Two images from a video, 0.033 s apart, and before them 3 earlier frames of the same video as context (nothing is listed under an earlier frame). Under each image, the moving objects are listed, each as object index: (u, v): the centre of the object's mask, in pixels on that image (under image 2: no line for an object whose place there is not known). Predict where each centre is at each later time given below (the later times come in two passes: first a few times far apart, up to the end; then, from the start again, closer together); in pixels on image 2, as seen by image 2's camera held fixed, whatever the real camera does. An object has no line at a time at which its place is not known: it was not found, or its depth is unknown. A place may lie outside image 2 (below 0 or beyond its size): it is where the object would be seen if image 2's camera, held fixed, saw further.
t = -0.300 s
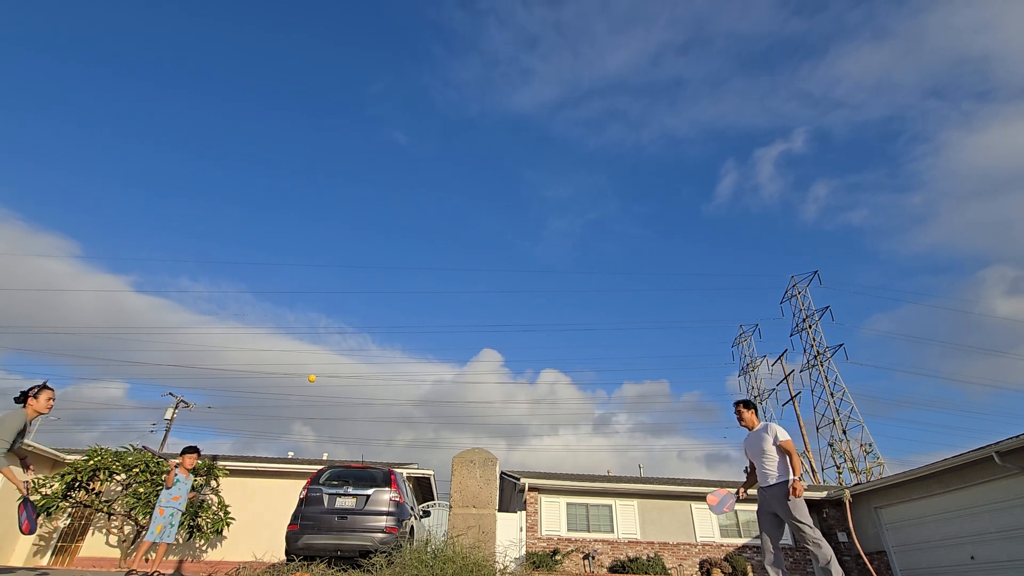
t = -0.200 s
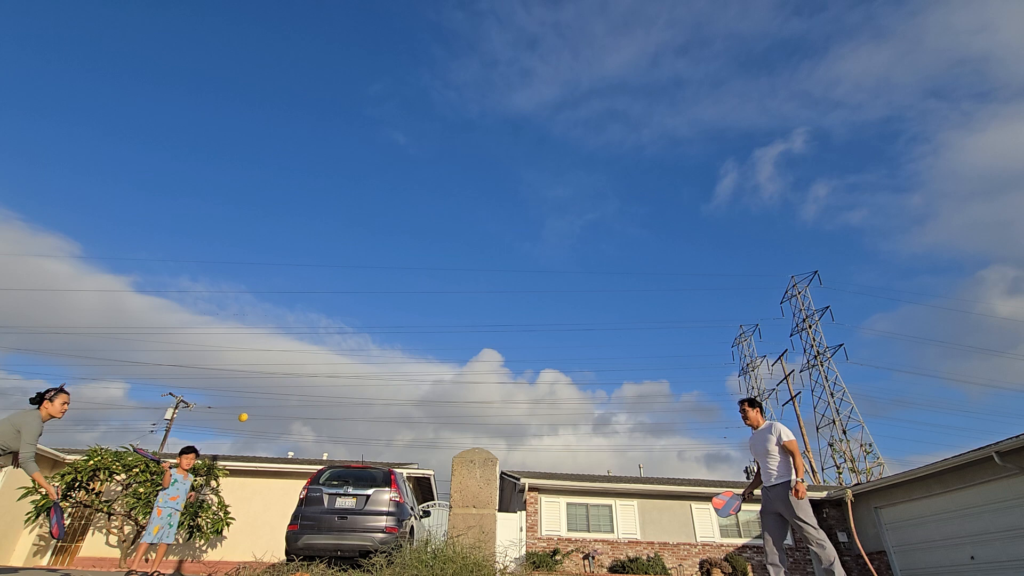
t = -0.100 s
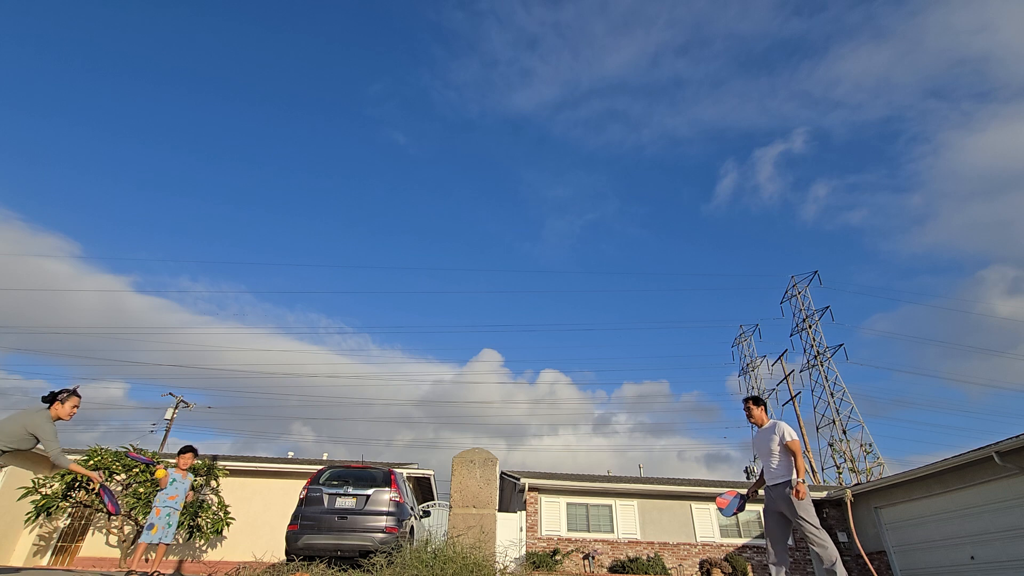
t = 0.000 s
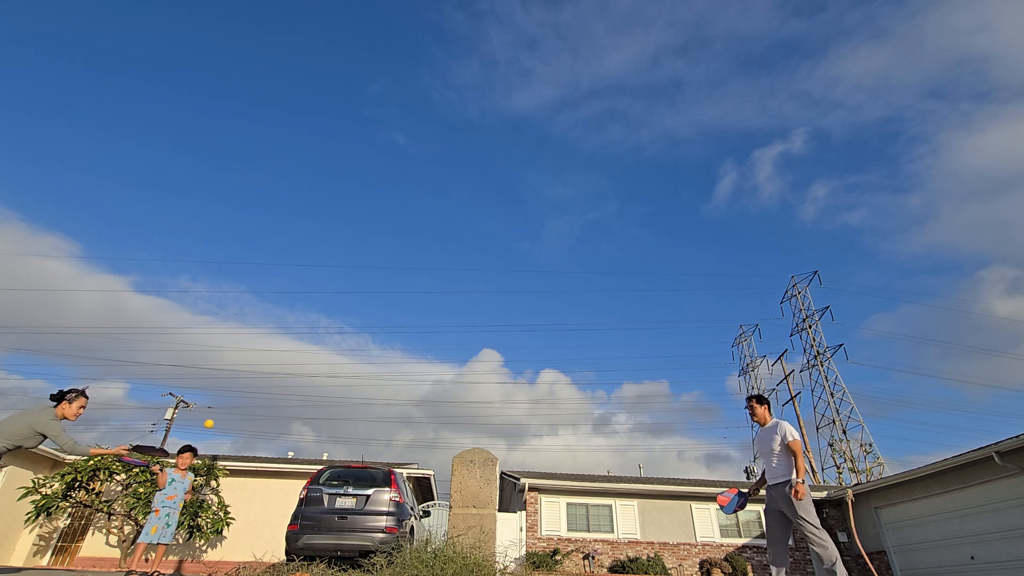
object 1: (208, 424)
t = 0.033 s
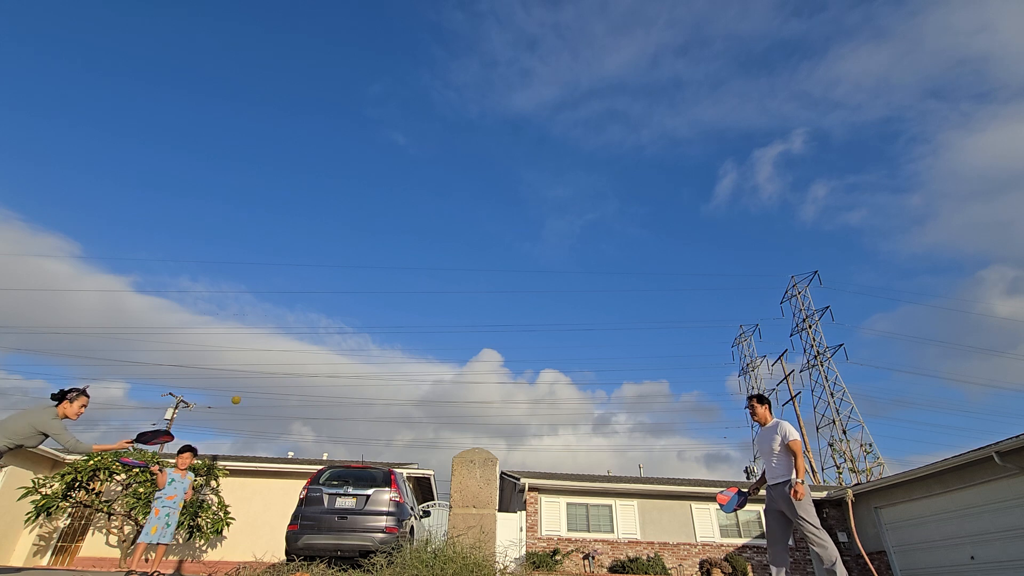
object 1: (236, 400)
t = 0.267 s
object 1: (381, 289)
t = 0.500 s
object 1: (478, 248)
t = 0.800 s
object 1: (574, 266)
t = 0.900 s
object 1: (602, 290)
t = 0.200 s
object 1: (345, 312)
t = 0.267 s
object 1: (381, 289)
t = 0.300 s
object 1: (396, 280)
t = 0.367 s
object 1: (426, 265)
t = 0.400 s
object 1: (440, 258)
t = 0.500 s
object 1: (478, 248)
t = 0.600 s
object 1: (513, 245)
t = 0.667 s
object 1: (534, 248)
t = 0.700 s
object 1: (544, 251)
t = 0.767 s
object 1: (564, 260)
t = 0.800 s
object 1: (574, 266)
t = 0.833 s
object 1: (583, 272)
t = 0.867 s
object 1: (593, 281)
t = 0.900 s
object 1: (602, 290)
